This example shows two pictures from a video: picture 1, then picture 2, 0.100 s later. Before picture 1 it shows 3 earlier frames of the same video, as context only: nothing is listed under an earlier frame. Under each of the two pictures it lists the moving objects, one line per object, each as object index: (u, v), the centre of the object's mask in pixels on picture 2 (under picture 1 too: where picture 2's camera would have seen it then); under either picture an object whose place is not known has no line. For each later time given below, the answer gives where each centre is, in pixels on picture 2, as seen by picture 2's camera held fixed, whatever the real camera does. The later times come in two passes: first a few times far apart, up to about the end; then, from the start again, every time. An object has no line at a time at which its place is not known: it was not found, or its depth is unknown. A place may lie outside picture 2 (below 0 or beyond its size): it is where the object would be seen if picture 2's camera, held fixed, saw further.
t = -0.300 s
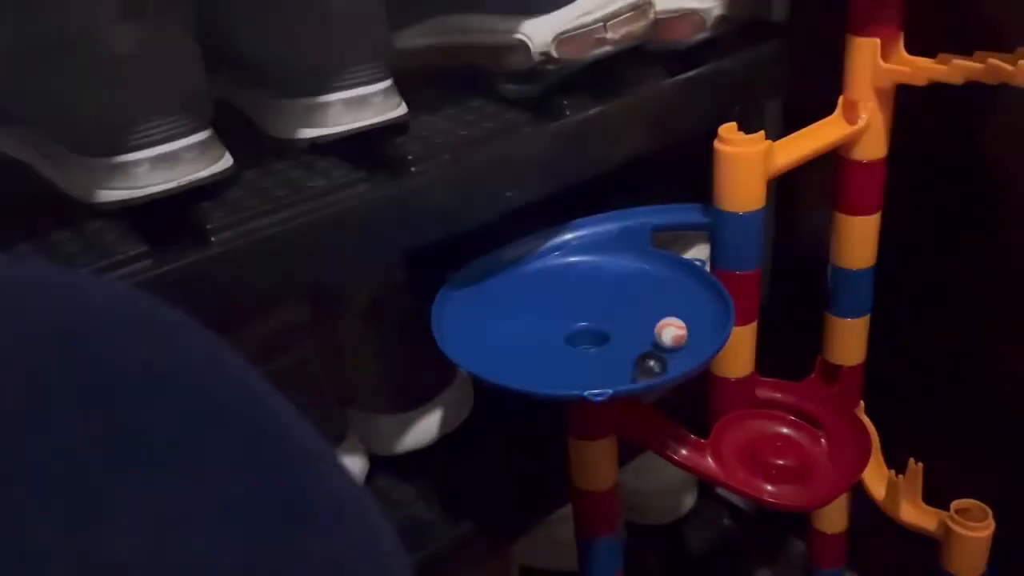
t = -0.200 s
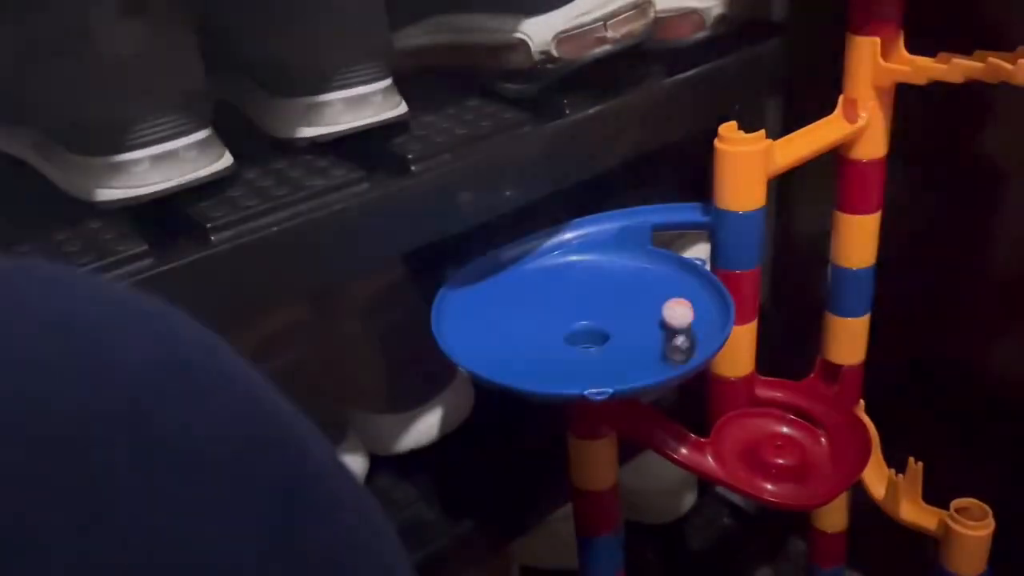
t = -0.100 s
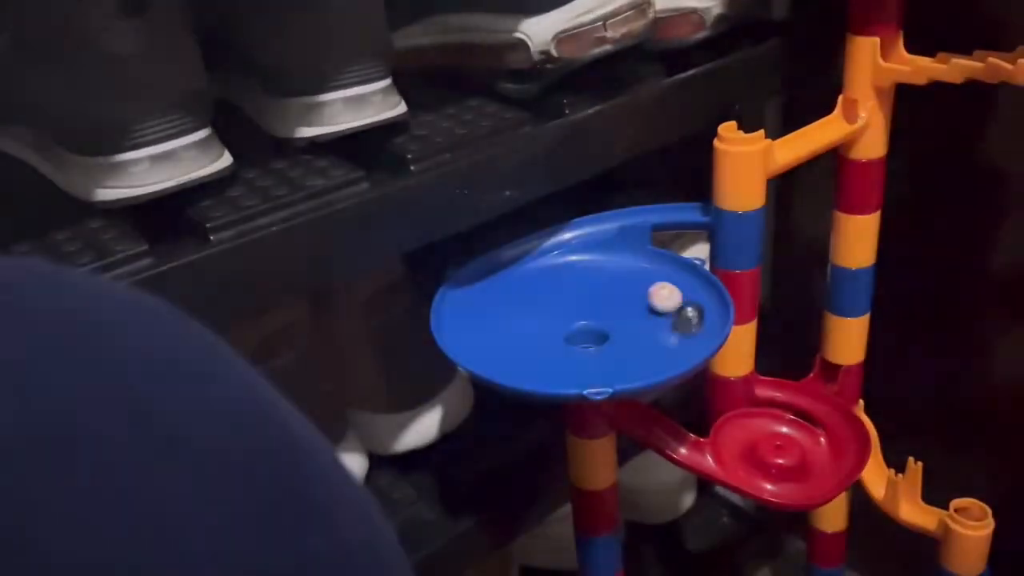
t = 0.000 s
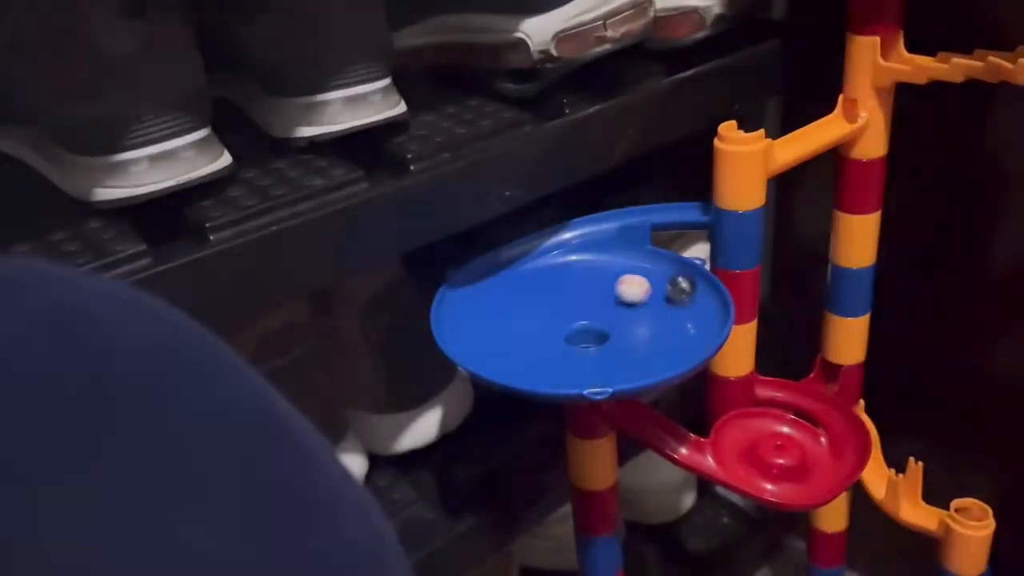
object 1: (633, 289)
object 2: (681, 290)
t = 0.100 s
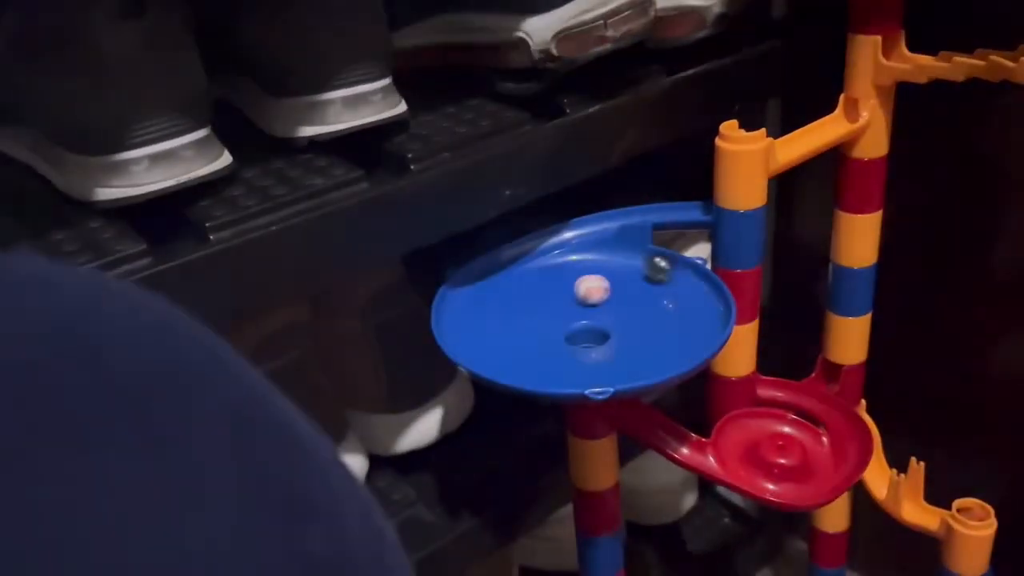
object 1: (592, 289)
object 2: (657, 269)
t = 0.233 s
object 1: (540, 302)
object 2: (614, 262)
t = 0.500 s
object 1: (540, 345)
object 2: (518, 304)
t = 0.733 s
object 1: (639, 339)
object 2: (525, 360)
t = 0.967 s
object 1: (670, 299)
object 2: (616, 373)
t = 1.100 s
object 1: (645, 288)
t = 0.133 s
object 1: (578, 291)
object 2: (648, 265)
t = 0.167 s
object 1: (563, 294)
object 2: (637, 262)
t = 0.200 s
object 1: (551, 298)
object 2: (625, 261)
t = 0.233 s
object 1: (540, 302)
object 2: (614, 262)
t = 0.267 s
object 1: (531, 307)
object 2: (601, 263)
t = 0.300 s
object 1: (524, 312)
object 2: (588, 266)
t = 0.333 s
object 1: (520, 318)
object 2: (574, 270)
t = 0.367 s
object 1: (518, 324)
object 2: (561, 275)
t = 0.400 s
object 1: (520, 330)
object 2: (549, 281)
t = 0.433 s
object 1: (524, 335)
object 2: (537, 289)
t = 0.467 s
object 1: (531, 340)
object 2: (527, 296)
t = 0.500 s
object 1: (540, 345)
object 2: (518, 304)
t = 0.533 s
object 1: (553, 348)
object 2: (513, 313)
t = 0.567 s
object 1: (567, 351)
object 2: (508, 322)
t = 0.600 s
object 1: (581, 351)
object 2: (507, 331)
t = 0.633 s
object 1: (597, 350)
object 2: (507, 339)
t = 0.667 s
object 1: (612, 348)
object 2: (511, 347)
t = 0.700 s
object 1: (627, 344)
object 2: (517, 355)
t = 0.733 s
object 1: (639, 339)
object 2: (525, 360)
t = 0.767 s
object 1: (650, 334)
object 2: (534, 367)
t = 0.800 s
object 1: (659, 328)
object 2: (544, 371)
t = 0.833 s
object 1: (666, 321)
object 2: (557, 374)
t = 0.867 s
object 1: (670, 315)
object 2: (571, 376)
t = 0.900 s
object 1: (672, 309)
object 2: (586, 376)
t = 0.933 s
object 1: (673, 303)
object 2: (601, 375)
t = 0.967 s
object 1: (670, 299)
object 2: (616, 373)
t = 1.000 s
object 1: (667, 295)
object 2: (628, 370)
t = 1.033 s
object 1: (661, 292)
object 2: (641, 366)
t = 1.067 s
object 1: (654, 290)
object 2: (652, 360)
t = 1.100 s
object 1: (645, 288)
